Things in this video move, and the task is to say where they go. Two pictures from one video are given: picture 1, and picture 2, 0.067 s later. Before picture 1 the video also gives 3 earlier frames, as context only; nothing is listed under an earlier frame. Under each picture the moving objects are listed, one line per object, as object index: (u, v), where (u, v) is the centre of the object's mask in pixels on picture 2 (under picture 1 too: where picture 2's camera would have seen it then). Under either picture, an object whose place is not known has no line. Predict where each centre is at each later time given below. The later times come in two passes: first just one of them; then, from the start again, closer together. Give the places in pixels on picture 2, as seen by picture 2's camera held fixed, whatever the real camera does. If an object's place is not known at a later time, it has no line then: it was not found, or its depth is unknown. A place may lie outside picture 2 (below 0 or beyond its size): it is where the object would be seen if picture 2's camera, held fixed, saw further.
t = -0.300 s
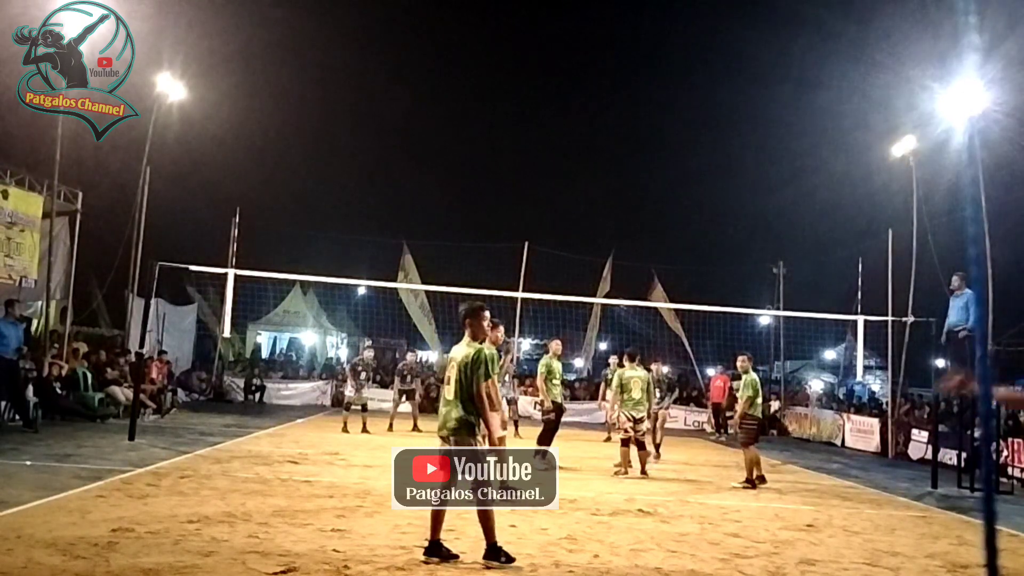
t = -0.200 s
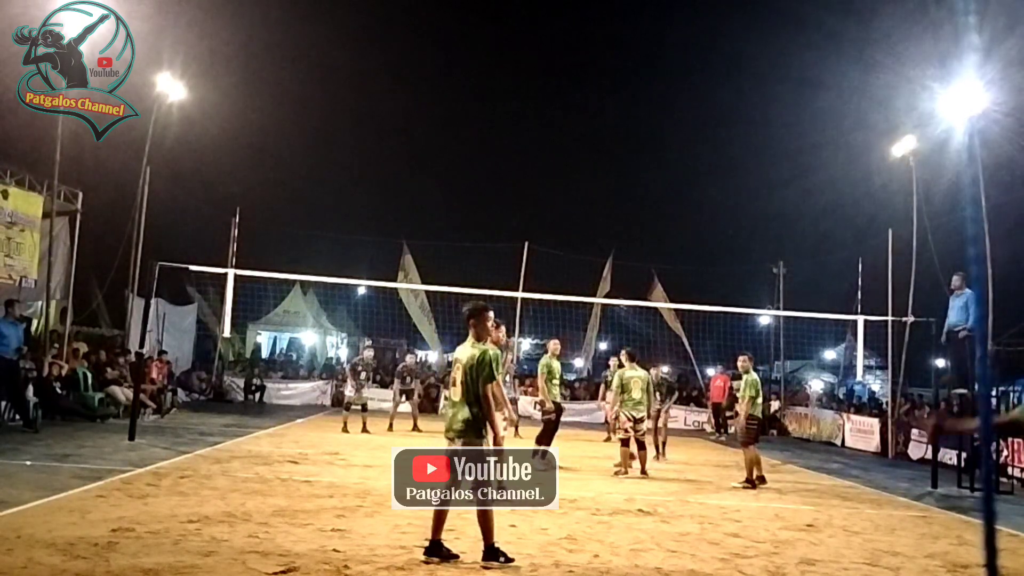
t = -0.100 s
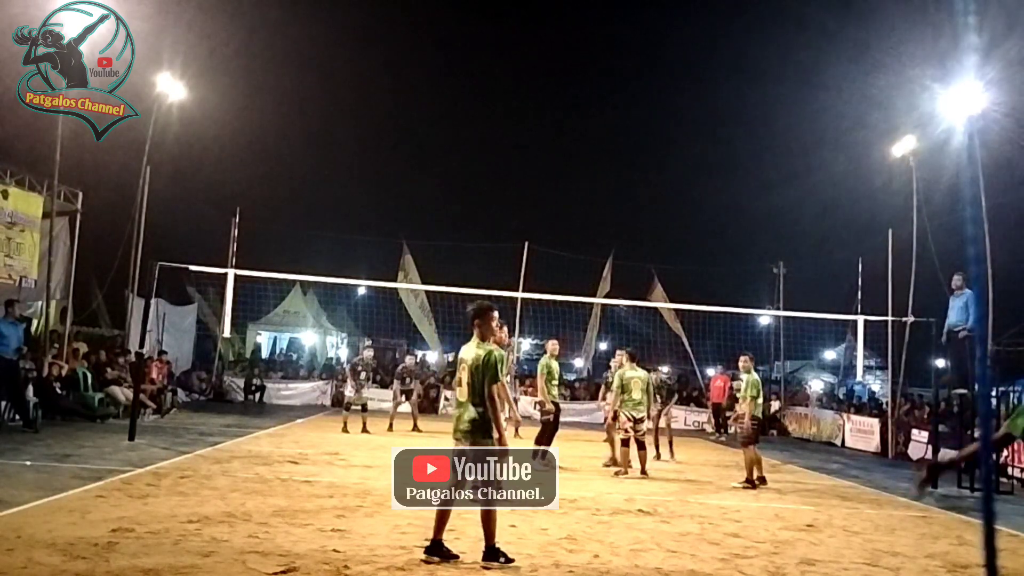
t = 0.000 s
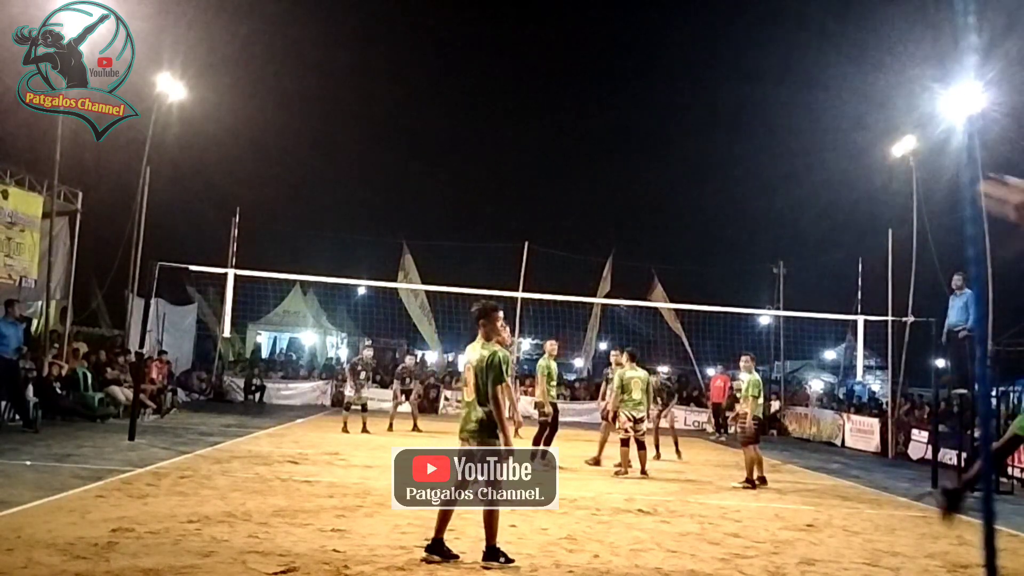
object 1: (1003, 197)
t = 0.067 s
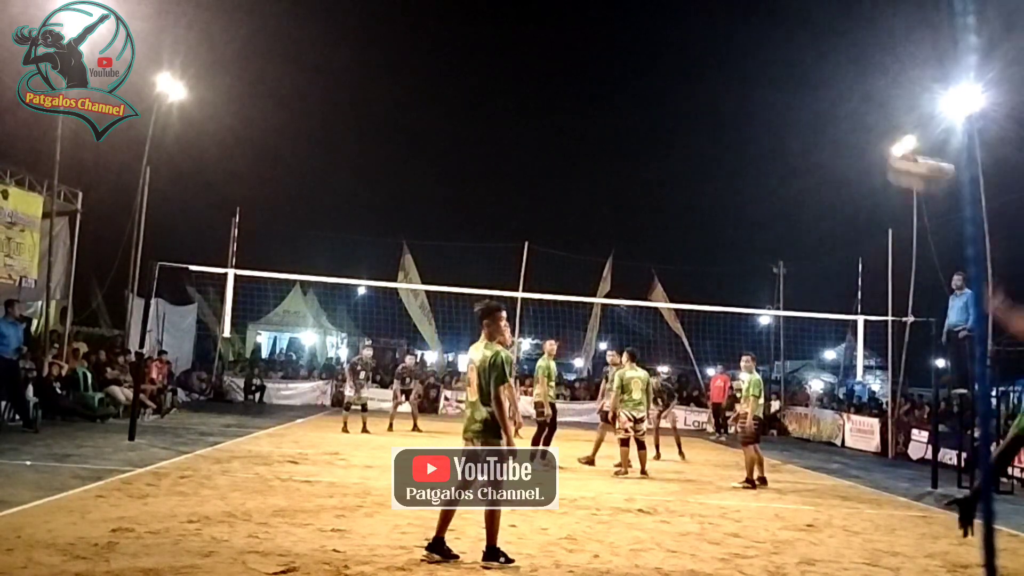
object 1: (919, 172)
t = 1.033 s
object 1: (608, 294)
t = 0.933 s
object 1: (617, 270)
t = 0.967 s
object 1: (613, 279)
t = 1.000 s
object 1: (610, 288)
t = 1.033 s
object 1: (608, 294)
